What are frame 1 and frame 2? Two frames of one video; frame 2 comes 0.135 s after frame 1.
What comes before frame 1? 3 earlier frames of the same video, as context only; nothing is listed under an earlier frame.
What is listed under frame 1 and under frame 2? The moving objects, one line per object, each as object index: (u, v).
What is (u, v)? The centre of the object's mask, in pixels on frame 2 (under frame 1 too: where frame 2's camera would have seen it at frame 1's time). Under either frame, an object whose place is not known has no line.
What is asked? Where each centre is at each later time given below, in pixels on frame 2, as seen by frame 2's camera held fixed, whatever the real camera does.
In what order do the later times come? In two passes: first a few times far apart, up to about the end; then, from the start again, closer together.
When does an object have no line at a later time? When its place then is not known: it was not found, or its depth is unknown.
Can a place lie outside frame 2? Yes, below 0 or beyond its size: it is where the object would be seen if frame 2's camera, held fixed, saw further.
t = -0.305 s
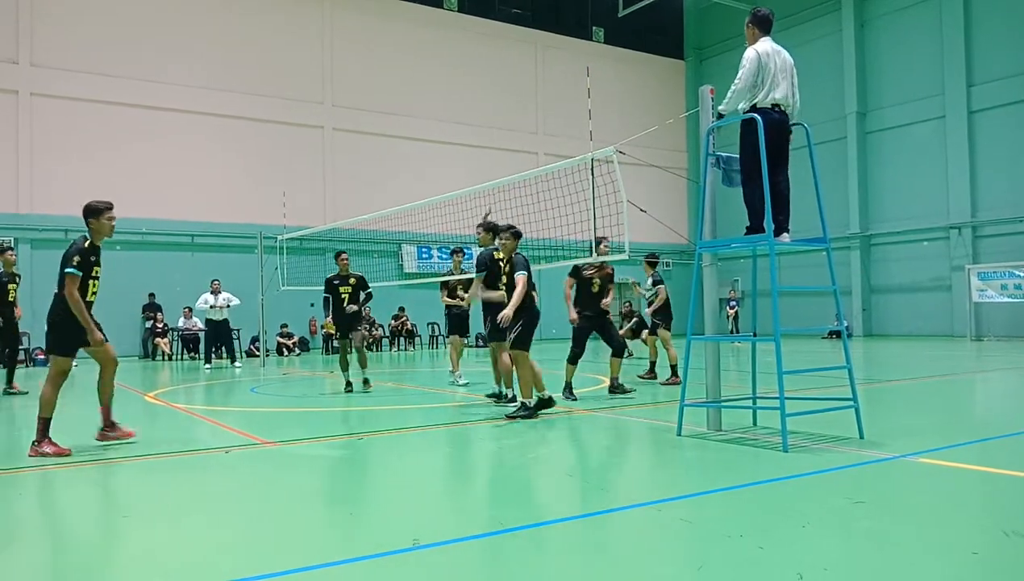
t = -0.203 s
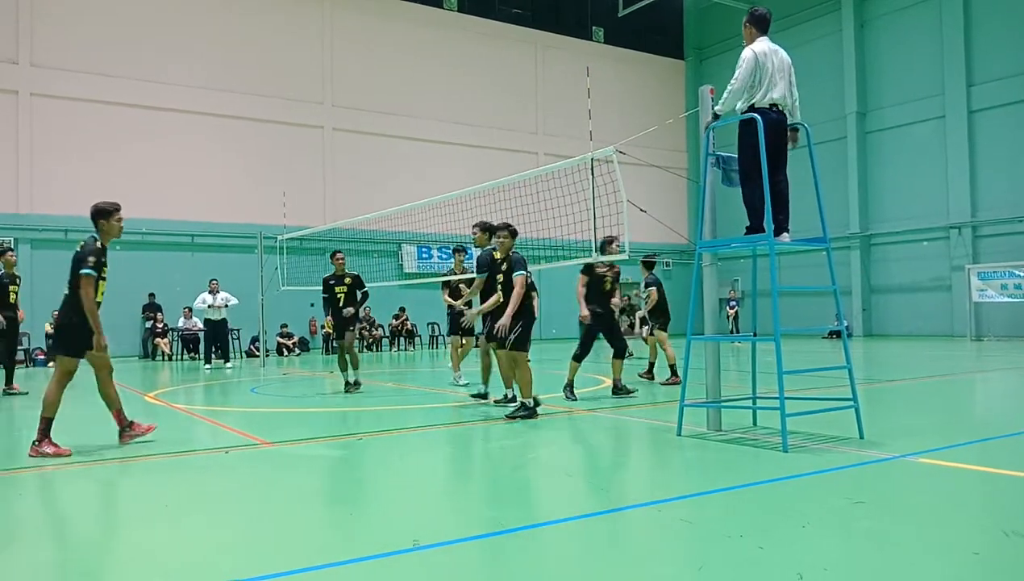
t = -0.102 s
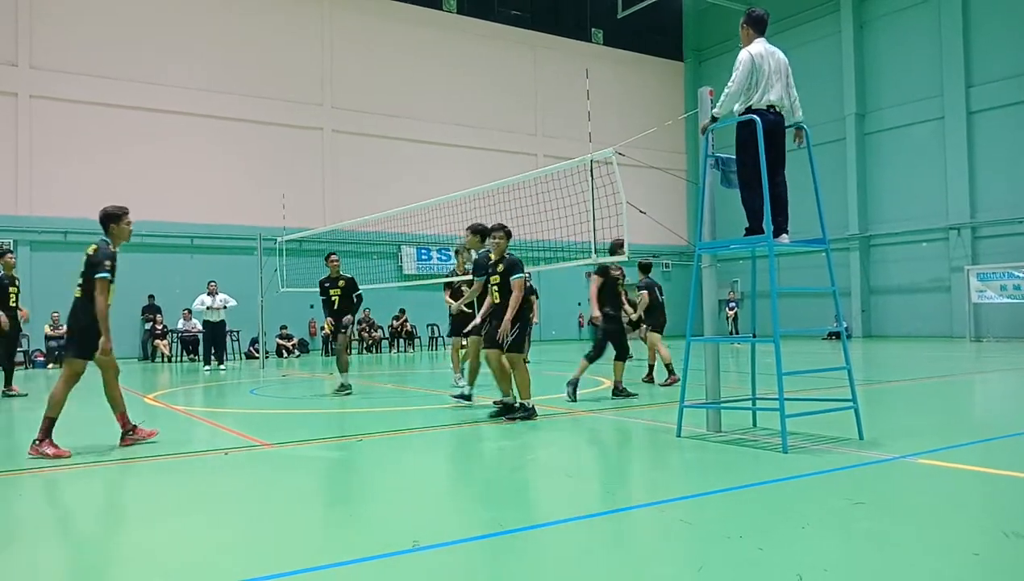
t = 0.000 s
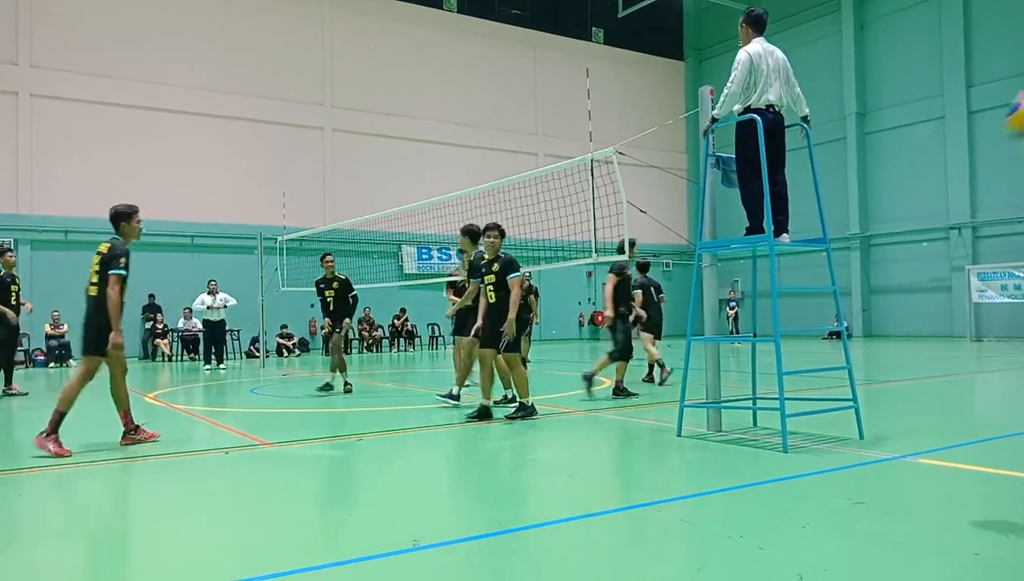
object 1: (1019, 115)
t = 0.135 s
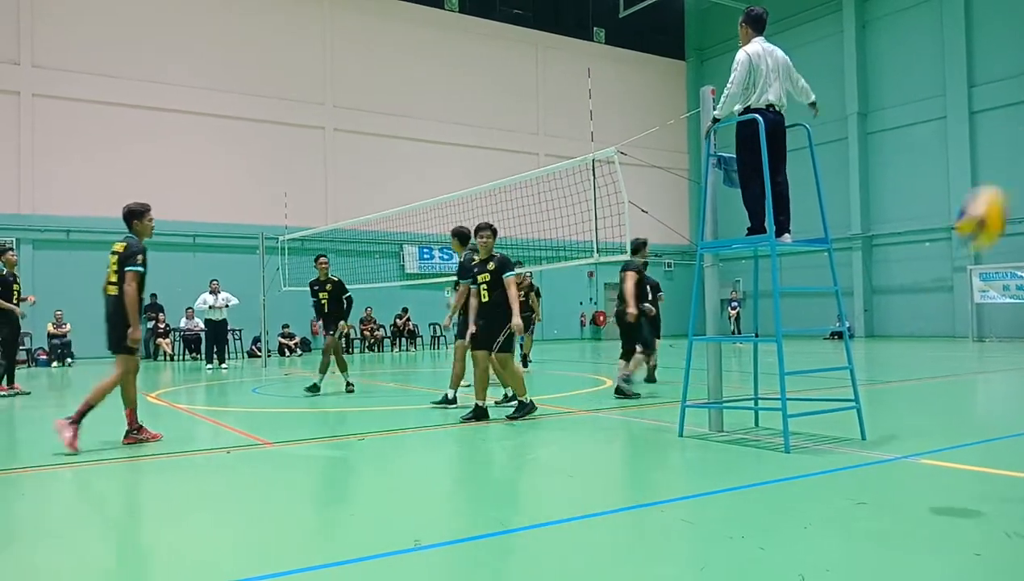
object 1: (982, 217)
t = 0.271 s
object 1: (935, 345)
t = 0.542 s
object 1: (925, 356)
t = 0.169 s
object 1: (970, 246)
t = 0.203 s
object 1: (956, 277)
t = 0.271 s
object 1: (935, 345)
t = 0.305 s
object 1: (923, 382)
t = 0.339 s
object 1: (912, 417)
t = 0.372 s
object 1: (901, 455)
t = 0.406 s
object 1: (901, 454)
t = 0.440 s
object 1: (906, 427)
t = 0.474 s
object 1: (912, 402)
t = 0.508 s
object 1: (918, 378)
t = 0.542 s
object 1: (925, 356)
